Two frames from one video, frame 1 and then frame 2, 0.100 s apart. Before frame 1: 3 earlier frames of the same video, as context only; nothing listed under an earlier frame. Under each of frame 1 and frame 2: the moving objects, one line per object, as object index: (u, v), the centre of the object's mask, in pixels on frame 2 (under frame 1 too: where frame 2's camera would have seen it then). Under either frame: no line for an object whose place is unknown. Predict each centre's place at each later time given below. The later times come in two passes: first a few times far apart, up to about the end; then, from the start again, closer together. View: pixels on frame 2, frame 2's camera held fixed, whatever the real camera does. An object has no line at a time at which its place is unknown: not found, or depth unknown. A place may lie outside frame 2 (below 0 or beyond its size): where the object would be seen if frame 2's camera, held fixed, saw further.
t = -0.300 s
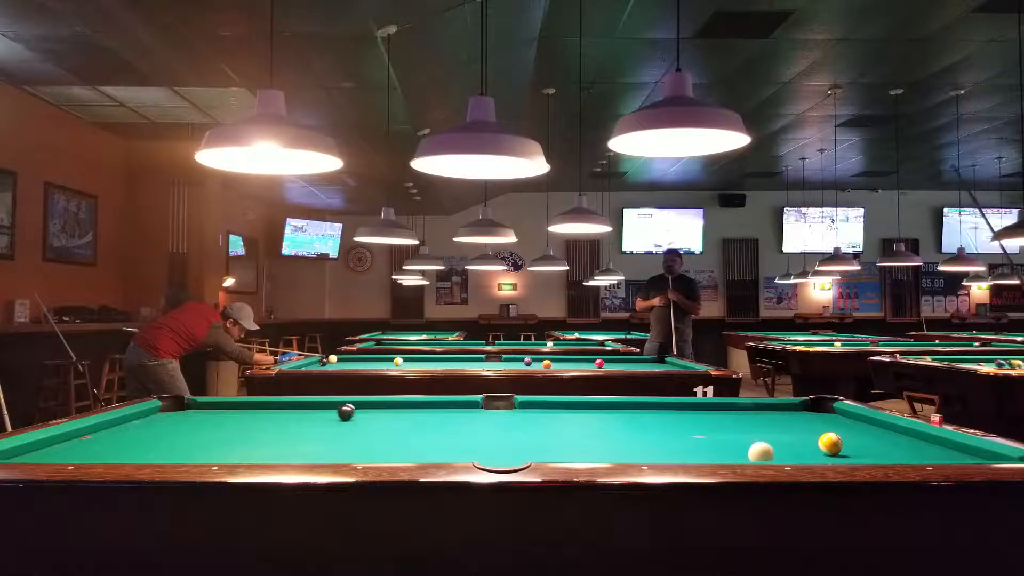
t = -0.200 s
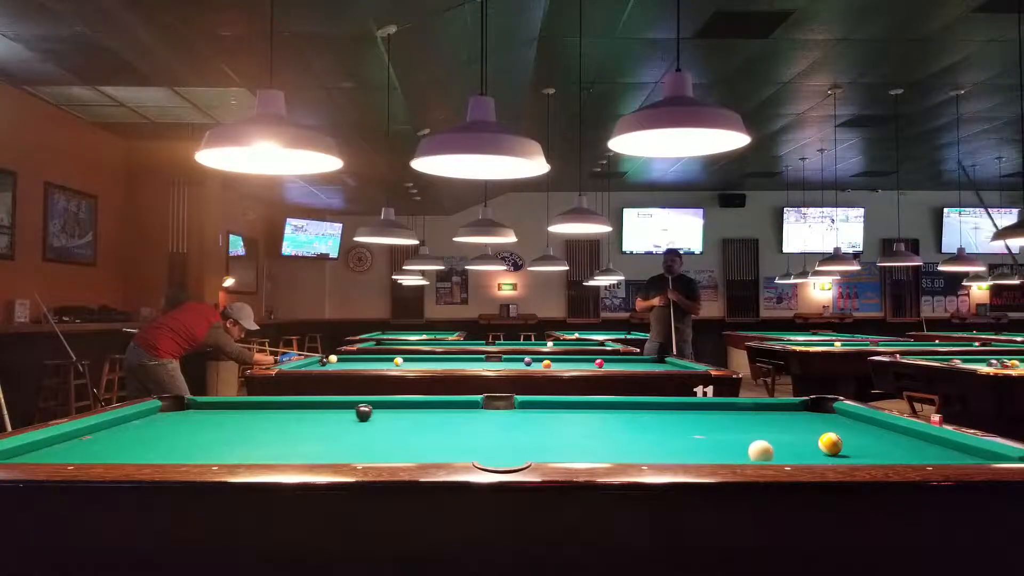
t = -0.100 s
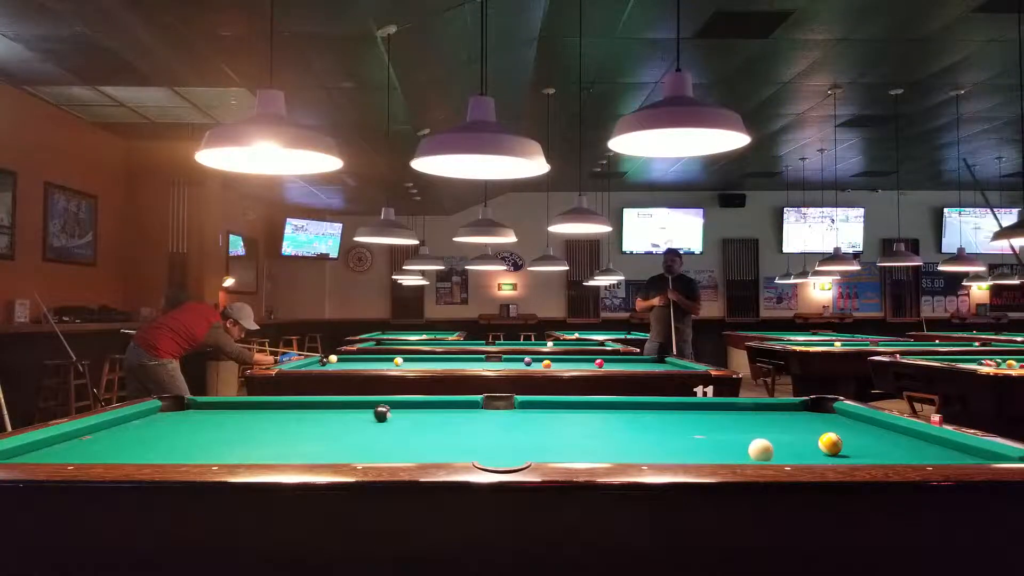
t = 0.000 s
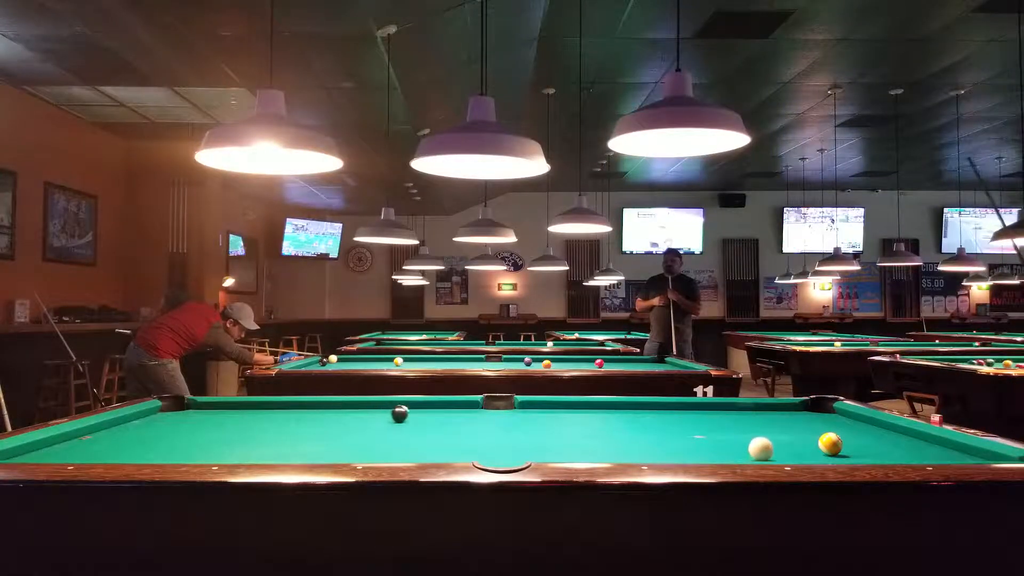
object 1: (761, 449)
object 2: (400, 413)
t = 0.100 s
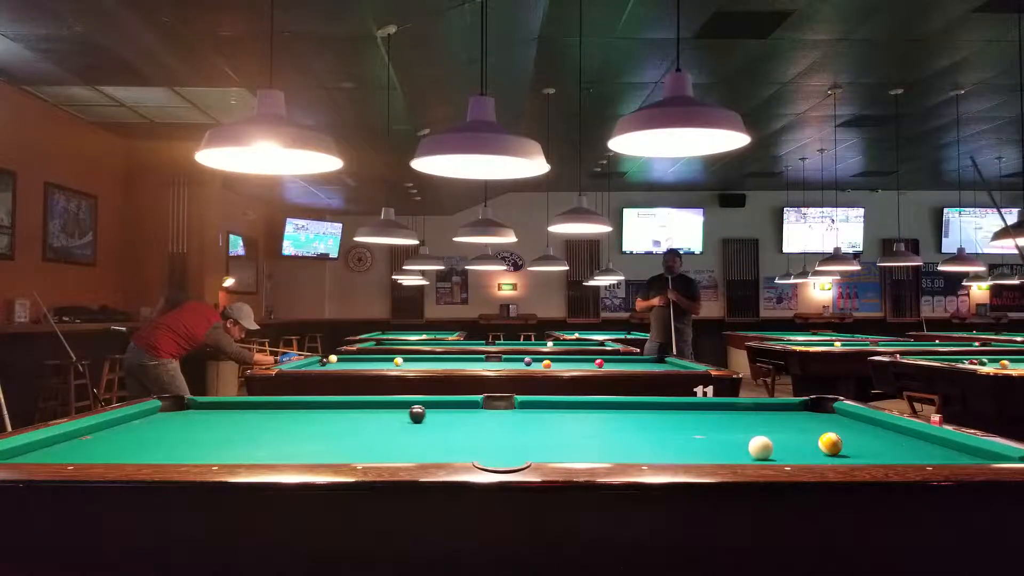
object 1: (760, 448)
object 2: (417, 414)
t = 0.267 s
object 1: (760, 445)
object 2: (446, 415)
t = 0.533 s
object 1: (760, 442)
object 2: (492, 417)
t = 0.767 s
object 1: (760, 440)
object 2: (532, 418)
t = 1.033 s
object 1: (761, 438)
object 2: (576, 419)
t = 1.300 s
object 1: (760, 436)
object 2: (620, 421)
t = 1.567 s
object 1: (760, 435)
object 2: (662, 423)
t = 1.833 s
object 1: (760, 434)
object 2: (703, 424)
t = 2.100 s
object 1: (760, 434)
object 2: (742, 426)
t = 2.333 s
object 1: (760, 434)
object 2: (777, 428)
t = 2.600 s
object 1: (760, 434)
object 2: (812, 429)
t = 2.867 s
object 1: (760, 434)
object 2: (846, 430)
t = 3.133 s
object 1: (760, 434)
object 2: (879, 431)
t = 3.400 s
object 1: (760, 434)
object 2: (909, 433)
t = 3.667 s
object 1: (760, 434)
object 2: (901, 433)
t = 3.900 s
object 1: (760, 434)
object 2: (891, 434)
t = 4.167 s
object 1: (760, 434)
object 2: (880, 434)
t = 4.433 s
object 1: (760, 434)
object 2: (871, 434)
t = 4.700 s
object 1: (760, 434)
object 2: (863, 435)
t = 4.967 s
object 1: (760, 434)
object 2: (857, 435)
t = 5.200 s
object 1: (760, 434)
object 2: (853, 435)
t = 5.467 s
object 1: (760, 434)
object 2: (850, 435)
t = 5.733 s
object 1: (760, 434)
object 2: (849, 435)
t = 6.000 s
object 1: (760, 434)
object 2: (849, 435)
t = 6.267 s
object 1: (760, 434)
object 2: (849, 435)
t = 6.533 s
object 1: (760, 434)
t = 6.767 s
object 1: (760, 434)
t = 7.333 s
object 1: (764, 434)
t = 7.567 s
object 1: (760, 434)
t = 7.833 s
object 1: (760, 434)
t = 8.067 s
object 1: (760, 434)
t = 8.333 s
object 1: (760, 434)
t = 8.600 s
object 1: (760, 434)
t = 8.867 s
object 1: (760, 434)
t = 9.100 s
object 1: (753, 430)
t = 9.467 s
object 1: (760, 434)
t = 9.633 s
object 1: (759, 433)
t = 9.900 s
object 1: (760, 434)
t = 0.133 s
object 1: (760, 447)
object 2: (423, 414)
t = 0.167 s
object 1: (761, 447)
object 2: (429, 414)
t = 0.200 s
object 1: (760, 446)
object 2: (435, 414)
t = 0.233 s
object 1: (760, 446)
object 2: (441, 415)
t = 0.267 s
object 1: (760, 445)
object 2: (446, 415)
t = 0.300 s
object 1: (760, 445)
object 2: (452, 415)
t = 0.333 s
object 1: (760, 445)
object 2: (458, 415)
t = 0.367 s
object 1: (760, 444)
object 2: (464, 416)
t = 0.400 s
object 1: (760, 444)
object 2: (470, 415)
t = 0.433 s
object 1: (760, 444)
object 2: (475, 416)
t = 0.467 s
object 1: (760, 443)
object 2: (481, 416)
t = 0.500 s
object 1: (760, 443)
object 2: (487, 417)
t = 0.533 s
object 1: (760, 442)
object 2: (492, 417)
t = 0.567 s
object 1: (760, 442)
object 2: (498, 417)
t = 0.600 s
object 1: (760, 442)
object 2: (504, 417)
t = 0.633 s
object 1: (760, 441)
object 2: (510, 417)
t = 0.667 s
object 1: (760, 441)
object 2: (515, 417)
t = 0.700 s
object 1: (760, 440)
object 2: (521, 417)
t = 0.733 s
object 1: (760, 440)
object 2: (526, 418)
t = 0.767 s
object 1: (760, 440)
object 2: (532, 418)
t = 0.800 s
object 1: (760, 440)
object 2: (538, 418)
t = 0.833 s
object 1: (761, 439)
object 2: (543, 418)
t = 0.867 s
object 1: (761, 439)
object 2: (549, 419)
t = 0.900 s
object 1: (761, 439)
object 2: (555, 419)
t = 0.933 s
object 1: (761, 439)
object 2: (560, 419)
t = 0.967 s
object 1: (761, 438)
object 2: (566, 419)
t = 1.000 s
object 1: (761, 438)
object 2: (571, 419)
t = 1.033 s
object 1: (761, 438)
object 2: (576, 419)
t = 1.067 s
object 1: (761, 438)
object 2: (582, 419)
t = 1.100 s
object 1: (761, 438)
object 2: (588, 420)
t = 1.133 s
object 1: (760, 437)
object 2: (593, 420)
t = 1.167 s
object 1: (760, 437)
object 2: (598, 420)
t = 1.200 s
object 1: (760, 437)
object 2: (603, 420)
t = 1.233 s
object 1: (760, 437)
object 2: (609, 421)
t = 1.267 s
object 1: (760, 437)
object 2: (614, 421)
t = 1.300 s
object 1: (760, 436)
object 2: (620, 421)
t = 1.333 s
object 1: (760, 436)
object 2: (625, 421)
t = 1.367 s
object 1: (760, 436)
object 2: (630, 422)
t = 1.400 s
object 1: (760, 436)
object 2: (635, 422)
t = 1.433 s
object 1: (760, 436)
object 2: (641, 422)
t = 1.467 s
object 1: (760, 435)
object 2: (646, 422)
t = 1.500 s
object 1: (760, 435)
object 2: (652, 422)
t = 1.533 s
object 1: (760, 435)
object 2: (657, 423)
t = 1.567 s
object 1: (760, 435)
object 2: (662, 423)
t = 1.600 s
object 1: (760, 435)
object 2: (667, 423)
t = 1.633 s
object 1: (760, 435)
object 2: (672, 423)
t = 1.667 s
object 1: (760, 435)
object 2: (678, 423)
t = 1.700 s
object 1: (760, 435)
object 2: (683, 423)
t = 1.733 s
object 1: (760, 434)
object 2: (688, 424)
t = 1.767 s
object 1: (760, 434)
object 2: (693, 424)
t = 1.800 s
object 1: (760, 434)
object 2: (698, 424)
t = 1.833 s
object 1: (760, 434)
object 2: (703, 424)
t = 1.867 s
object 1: (760, 434)
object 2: (708, 424)
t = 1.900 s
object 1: (760, 434)
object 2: (713, 425)
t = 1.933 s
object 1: (760, 434)
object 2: (718, 425)
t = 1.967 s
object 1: (760, 434)
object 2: (723, 425)
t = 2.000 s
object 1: (760, 434)
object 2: (728, 426)
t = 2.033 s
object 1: (760, 434)
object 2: (733, 425)
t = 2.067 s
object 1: (760, 434)
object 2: (738, 426)
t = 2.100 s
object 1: (760, 434)
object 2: (742, 426)
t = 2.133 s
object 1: (760, 434)
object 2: (746, 425)
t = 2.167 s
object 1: (760, 434)
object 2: (750, 424)
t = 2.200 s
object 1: (760, 434)
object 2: (754, 422)
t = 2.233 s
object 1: (760, 434)
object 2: (761, 422)
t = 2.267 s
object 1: (760, 434)
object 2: (769, 424)
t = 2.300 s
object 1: (760, 434)
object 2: (773, 426)
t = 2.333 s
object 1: (760, 434)
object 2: (777, 428)
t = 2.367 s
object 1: (760, 434)
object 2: (781, 428)
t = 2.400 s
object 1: (760, 434)
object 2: (786, 428)
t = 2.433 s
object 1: (760, 434)
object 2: (790, 428)
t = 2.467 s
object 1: (760, 434)
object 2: (795, 428)
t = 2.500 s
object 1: (760, 434)
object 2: (799, 429)
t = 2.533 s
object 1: (760, 434)
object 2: (804, 429)
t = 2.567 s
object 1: (760, 434)
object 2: (808, 429)
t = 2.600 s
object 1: (760, 434)
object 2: (812, 429)
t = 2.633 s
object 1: (760, 434)
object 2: (816, 429)
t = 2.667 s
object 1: (760, 434)
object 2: (820, 428)
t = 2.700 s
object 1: (760, 434)
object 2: (824, 427)
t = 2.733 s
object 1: (760, 434)
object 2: (829, 427)
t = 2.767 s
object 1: (760, 434)
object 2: (834, 427)
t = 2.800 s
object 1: (760, 434)
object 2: (839, 428)
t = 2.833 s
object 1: (760, 434)
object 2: (843, 430)
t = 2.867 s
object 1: (760, 434)
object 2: (846, 430)
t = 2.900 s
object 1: (760, 434)
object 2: (850, 431)
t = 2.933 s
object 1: (760, 434)
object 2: (854, 431)
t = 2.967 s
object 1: (760, 434)
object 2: (859, 431)
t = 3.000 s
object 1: (760, 434)
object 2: (863, 431)
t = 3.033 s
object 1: (760, 434)
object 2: (867, 431)
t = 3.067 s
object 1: (760, 434)
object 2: (871, 431)
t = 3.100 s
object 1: (760, 434)
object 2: (875, 431)
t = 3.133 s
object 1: (760, 434)
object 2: (879, 431)
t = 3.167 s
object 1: (760, 434)
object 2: (883, 432)
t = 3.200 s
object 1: (760, 434)
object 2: (887, 432)
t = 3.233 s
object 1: (760, 434)
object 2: (890, 432)
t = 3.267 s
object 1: (760, 434)
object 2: (894, 432)
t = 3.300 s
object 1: (760, 434)
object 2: (898, 432)
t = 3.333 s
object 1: (760, 434)
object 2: (902, 432)
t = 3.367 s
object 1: (760, 434)
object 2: (905, 433)
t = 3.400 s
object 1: (760, 434)
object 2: (909, 433)
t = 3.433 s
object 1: (760, 434)
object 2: (913, 433)
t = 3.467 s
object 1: (760, 434)
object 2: (912, 433)
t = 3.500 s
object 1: (760, 434)
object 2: (910, 433)
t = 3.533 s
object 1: (760, 434)
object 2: (908, 433)
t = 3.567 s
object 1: (760, 434)
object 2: (906, 433)
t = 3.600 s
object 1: (760, 434)
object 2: (905, 433)
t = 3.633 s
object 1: (760, 434)
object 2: (903, 433)
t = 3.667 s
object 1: (760, 434)
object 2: (901, 433)
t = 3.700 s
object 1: (760, 434)
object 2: (900, 433)
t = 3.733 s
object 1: (760, 434)
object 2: (898, 434)
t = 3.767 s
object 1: (760, 434)
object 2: (897, 434)
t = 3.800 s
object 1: (760, 434)
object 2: (895, 433)
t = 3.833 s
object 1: (760, 434)
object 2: (894, 433)
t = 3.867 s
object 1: (760, 434)
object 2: (892, 434)
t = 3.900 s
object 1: (760, 434)
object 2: (891, 434)
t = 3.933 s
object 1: (760, 434)
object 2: (890, 434)
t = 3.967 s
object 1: (760, 434)
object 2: (888, 434)
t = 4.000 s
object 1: (760, 434)
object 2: (887, 434)
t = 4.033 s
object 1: (760, 434)
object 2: (885, 434)
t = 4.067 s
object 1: (760, 434)
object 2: (884, 434)
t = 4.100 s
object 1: (760, 434)
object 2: (883, 434)
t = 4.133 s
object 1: (760, 434)
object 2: (882, 434)
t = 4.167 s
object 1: (760, 434)
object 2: (880, 434)
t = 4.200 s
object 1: (760, 434)
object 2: (879, 434)
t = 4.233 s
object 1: (760, 434)
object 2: (878, 434)
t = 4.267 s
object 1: (760, 434)
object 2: (877, 434)
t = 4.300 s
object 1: (760, 434)
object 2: (876, 434)
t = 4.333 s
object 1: (759, 434)
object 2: (874, 434)
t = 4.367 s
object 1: (760, 434)
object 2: (873, 434)
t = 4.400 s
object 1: (760, 434)
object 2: (872, 434)
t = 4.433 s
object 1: (760, 434)
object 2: (871, 434)
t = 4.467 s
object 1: (760, 434)
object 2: (870, 434)
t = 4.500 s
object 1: (760, 434)
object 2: (869, 434)
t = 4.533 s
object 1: (760, 434)
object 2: (868, 435)
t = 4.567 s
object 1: (760, 434)
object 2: (867, 435)
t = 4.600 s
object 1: (760, 434)
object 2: (866, 435)
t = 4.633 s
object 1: (760, 434)
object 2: (865, 435)
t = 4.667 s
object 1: (760, 434)
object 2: (864, 435)
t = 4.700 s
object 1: (760, 434)
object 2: (863, 435)
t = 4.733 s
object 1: (760, 434)
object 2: (862, 435)
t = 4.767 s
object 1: (760, 434)
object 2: (862, 435)
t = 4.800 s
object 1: (760, 434)
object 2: (861, 435)
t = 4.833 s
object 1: (760, 434)
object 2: (860, 435)
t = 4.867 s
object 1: (759, 434)
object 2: (859, 435)
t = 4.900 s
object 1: (759, 434)
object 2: (858, 435)
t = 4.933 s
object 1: (759, 434)
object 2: (857, 435)
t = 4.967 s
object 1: (760, 434)
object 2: (857, 435)
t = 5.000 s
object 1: (759, 434)
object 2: (856, 435)
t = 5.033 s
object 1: (759, 434)
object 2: (856, 435)
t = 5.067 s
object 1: (759, 434)
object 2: (855, 435)
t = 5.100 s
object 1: (760, 434)
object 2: (855, 435)
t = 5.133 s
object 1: (760, 434)
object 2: (854, 435)
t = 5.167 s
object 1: (759, 434)
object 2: (854, 435)
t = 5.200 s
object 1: (760, 434)
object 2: (853, 435)
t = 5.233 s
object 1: (760, 434)
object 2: (853, 435)
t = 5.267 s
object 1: (760, 434)
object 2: (852, 435)
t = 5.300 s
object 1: (759, 434)
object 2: (852, 435)
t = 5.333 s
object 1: (759, 434)
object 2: (851, 435)
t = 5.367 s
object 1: (759, 434)
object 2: (851, 435)
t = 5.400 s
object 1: (760, 434)
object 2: (851, 435)
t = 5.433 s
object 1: (760, 434)
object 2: (850, 435)
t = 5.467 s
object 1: (760, 434)
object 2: (850, 435)
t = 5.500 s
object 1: (760, 434)
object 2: (850, 435)
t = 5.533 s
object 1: (760, 434)
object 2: (850, 435)
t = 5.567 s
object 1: (760, 434)
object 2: (849, 435)
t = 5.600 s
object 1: (760, 434)
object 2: (849, 435)
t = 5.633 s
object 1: (760, 434)
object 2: (849, 435)
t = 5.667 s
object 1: (760, 434)
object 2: (849, 435)
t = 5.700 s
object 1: (760, 434)
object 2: (849, 435)
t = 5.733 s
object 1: (760, 434)
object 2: (849, 435)
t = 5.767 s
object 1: (760, 434)
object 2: (849, 435)
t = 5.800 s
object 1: (760, 434)
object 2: (849, 435)
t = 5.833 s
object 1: (760, 434)
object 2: (849, 435)
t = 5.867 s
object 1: (760, 434)
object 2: (849, 435)
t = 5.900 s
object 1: (760, 434)
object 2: (849, 435)
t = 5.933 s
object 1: (760, 434)
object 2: (849, 435)
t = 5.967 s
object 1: (760, 434)
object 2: (849, 435)
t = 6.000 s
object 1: (760, 434)
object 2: (849, 435)
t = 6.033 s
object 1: (760, 434)
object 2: (849, 435)
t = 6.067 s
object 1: (760, 434)
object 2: (849, 435)
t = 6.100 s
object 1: (760, 434)
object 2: (849, 435)
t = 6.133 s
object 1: (760, 434)
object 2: (849, 435)
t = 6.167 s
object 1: (760, 434)
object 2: (849, 435)
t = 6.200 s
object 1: (760, 434)
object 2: (849, 435)
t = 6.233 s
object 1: (760, 434)
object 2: (849, 435)
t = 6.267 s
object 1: (760, 434)
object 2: (849, 435)
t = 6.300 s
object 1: (760, 434)
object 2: (849, 435)
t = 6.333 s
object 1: (760, 434)
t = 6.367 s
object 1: (760, 434)
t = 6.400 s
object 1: (760, 434)
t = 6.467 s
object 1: (760, 434)
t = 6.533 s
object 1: (760, 434)
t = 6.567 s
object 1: (760, 434)
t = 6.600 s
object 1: (760, 434)
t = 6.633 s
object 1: (760, 434)
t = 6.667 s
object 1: (760, 434)
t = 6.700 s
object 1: (760, 434)
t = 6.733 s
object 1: (760, 434)
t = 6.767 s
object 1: (760, 434)
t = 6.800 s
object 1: (760, 434)
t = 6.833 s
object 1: (760, 434)
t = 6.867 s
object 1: (760, 434)
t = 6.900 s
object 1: (760, 434)
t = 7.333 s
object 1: (764, 434)
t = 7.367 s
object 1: (760, 434)
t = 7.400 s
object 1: (760, 434)
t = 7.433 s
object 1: (760, 434)
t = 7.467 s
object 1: (760, 434)
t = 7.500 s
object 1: (760, 434)
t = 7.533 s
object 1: (760, 434)
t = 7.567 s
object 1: (760, 434)
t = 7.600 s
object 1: (760, 434)
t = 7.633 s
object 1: (760, 434)
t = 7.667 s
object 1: (760, 434)
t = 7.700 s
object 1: (760, 434)
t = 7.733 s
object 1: (760, 433)
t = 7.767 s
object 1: (760, 434)
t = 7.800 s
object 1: (760, 434)
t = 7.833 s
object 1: (760, 434)
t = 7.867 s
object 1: (760, 434)
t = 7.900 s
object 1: (760, 434)
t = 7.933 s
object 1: (760, 434)
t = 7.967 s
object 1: (760, 434)
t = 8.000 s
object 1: (760, 434)
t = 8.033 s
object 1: (760, 434)
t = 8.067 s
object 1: (760, 434)
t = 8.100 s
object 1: (760, 434)
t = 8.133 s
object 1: (760, 434)
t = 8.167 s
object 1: (760, 434)
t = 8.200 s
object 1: (760, 434)
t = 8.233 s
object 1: (760, 434)
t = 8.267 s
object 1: (760, 434)
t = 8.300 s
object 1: (760, 434)
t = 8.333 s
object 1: (760, 434)
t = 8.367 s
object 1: (760, 434)
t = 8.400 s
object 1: (760, 434)
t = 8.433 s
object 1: (760, 434)
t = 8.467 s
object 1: (760, 434)
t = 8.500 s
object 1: (760, 434)
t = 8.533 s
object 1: (760, 434)
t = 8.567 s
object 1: (760, 434)
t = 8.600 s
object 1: (760, 434)
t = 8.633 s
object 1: (760, 434)
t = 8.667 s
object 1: (760, 434)
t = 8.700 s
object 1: (760, 434)
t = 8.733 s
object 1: (760, 434)
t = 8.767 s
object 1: (760, 434)
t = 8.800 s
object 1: (760, 434)
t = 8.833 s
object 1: (760, 434)
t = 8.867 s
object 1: (760, 434)
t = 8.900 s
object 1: (760, 434)
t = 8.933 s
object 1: (760, 434)
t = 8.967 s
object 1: (758, 434)
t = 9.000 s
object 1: (760, 434)
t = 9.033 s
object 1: (760, 434)
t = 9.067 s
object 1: (760, 434)
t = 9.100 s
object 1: (753, 430)
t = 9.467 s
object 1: (760, 434)
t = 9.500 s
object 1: (760, 434)
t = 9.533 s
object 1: (760, 434)
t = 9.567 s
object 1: (760, 434)
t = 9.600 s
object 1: (760, 434)
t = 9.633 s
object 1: (759, 433)
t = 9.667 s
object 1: (759, 433)
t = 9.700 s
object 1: (759, 433)
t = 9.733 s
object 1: (759, 433)
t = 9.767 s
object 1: (759, 433)
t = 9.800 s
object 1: (759, 433)
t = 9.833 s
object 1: (760, 433)
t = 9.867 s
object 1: (760, 434)
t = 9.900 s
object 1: (760, 434)
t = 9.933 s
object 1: (760, 434)
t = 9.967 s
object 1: (760, 434)
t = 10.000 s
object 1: (760, 434)
